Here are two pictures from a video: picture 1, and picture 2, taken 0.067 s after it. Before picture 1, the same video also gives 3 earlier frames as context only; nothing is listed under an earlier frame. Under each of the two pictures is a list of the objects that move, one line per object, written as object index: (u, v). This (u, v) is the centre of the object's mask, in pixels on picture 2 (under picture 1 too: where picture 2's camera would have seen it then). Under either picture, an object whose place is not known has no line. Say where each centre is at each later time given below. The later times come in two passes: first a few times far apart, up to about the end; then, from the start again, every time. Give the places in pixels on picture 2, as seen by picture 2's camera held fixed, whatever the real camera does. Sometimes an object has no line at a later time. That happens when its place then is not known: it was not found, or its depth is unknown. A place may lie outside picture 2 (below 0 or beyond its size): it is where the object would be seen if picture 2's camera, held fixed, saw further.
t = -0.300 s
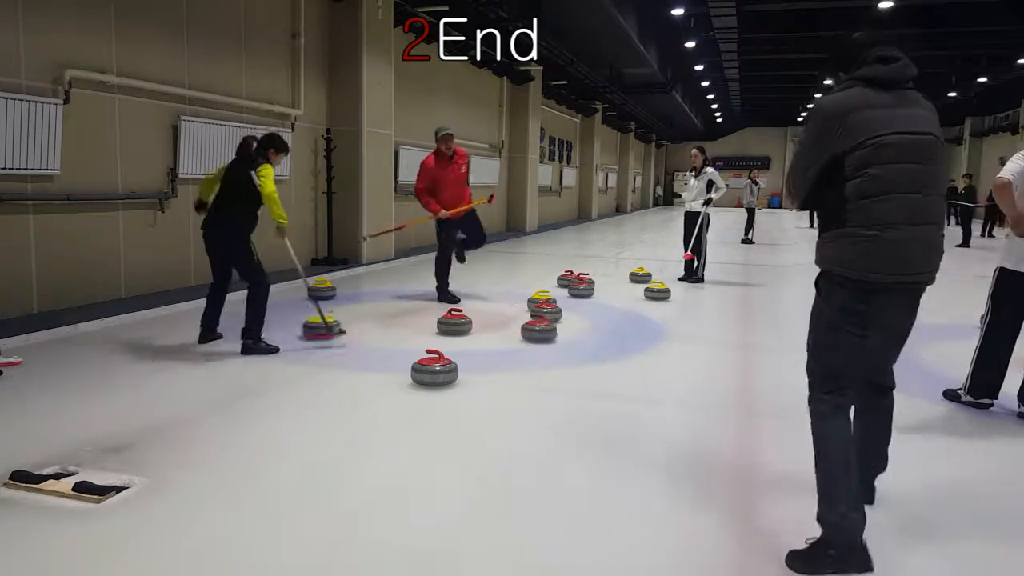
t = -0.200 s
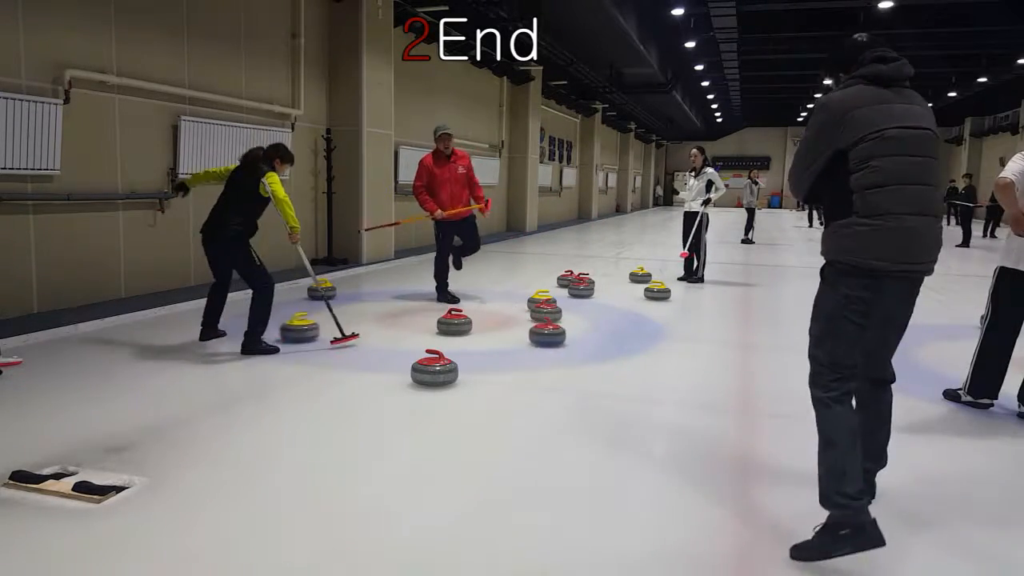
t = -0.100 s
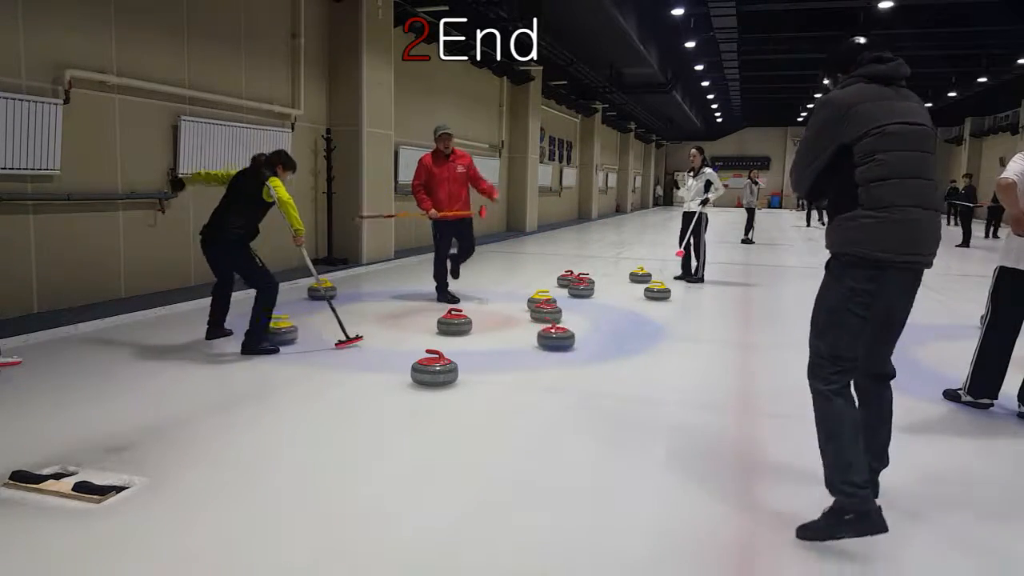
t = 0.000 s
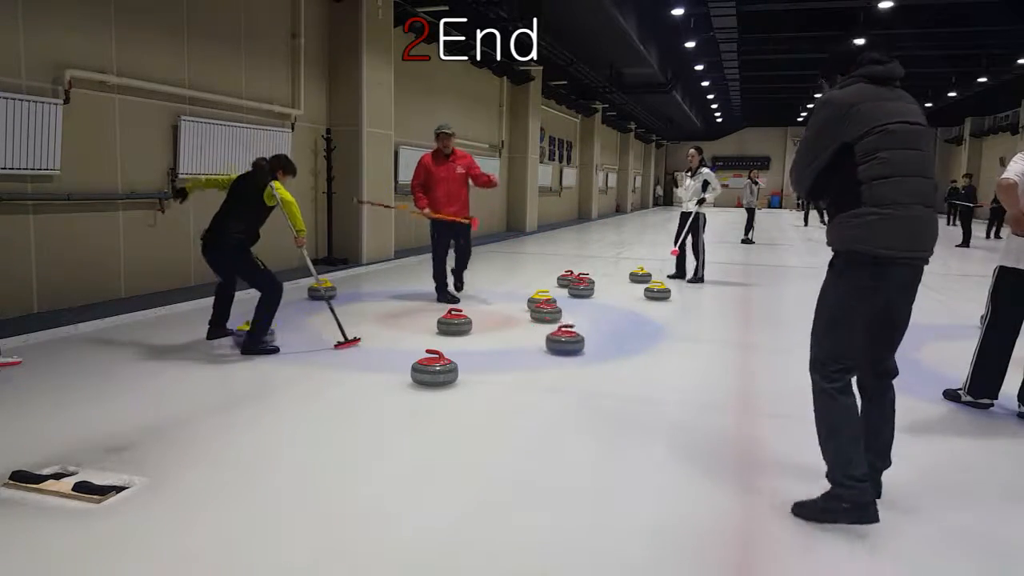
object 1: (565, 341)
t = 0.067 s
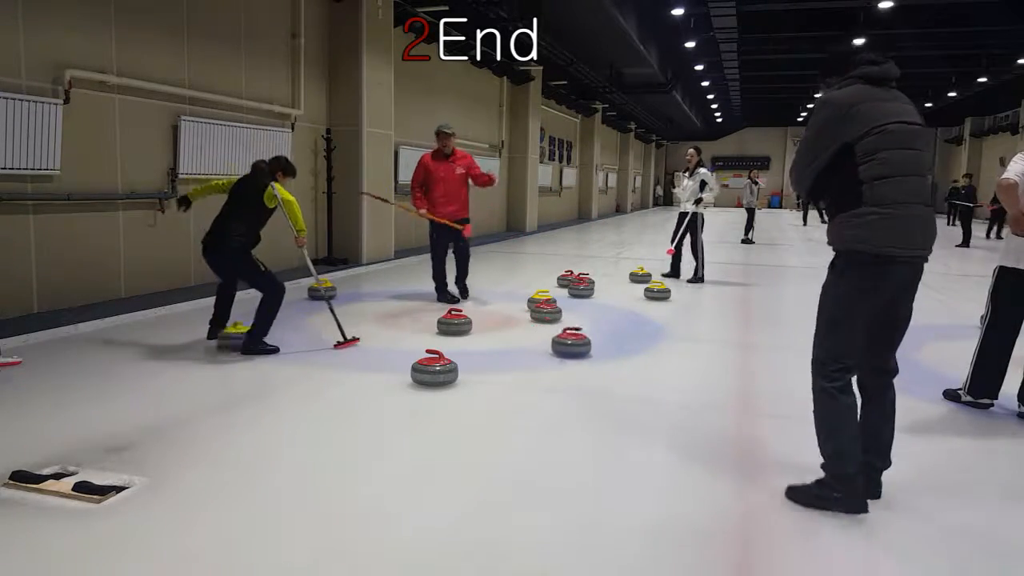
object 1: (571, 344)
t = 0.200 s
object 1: (584, 349)
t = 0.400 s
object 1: (605, 358)
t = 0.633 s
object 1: (632, 369)
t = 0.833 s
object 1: (658, 380)
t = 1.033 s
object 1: (686, 391)
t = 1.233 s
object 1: (717, 405)
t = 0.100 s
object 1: (574, 345)
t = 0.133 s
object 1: (578, 347)
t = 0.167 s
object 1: (581, 348)
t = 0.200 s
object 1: (584, 349)
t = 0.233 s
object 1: (587, 351)
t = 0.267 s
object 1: (591, 352)
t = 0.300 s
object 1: (594, 354)
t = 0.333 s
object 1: (598, 355)
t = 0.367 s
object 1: (601, 356)
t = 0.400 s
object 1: (605, 358)
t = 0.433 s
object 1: (608, 359)
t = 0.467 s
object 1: (612, 360)
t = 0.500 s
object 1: (616, 361)
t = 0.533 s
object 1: (620, 363)
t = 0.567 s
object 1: (624, 365)
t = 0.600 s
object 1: (628, 367)
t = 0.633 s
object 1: (632, 369)
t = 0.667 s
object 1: (636, 371)
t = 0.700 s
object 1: (640, 373)
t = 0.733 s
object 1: (645, 375)
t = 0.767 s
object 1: (649, 377)
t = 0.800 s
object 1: (653, 378)
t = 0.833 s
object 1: (658, 380)
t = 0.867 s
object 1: (662, 382)
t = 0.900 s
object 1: (667, 383)
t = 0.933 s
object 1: (671, 385)
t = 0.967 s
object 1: (676, 387)
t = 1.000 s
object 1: (681, 389)
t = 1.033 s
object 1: (686, 391)
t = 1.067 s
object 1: (691, 394)
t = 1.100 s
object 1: (696, 396)
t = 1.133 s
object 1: (701, 399)
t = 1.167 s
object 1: (706, 401)
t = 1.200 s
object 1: (711, 403)
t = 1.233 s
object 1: (717, 405)
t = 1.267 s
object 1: (722, 407)
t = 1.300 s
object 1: (728, 409)
